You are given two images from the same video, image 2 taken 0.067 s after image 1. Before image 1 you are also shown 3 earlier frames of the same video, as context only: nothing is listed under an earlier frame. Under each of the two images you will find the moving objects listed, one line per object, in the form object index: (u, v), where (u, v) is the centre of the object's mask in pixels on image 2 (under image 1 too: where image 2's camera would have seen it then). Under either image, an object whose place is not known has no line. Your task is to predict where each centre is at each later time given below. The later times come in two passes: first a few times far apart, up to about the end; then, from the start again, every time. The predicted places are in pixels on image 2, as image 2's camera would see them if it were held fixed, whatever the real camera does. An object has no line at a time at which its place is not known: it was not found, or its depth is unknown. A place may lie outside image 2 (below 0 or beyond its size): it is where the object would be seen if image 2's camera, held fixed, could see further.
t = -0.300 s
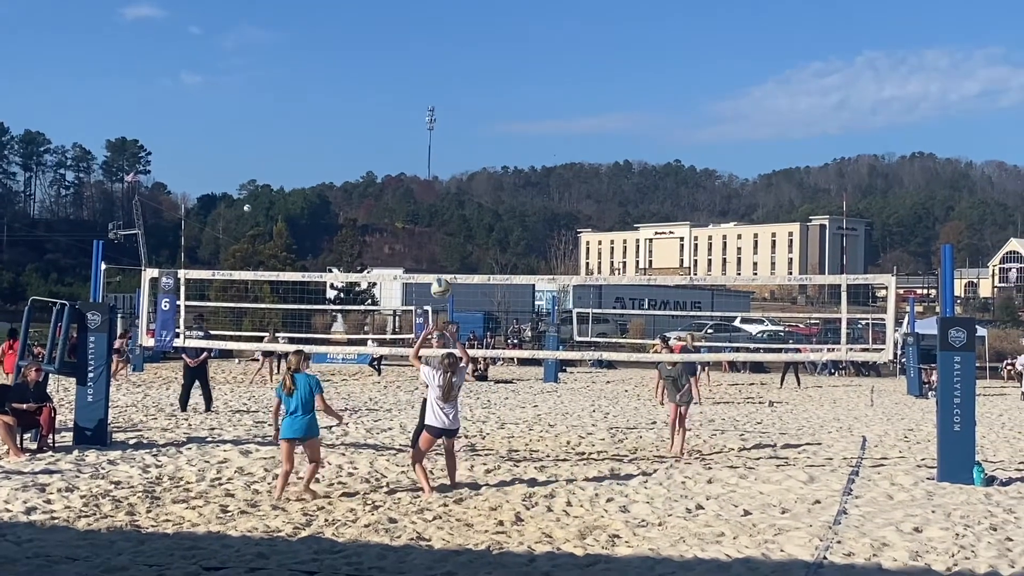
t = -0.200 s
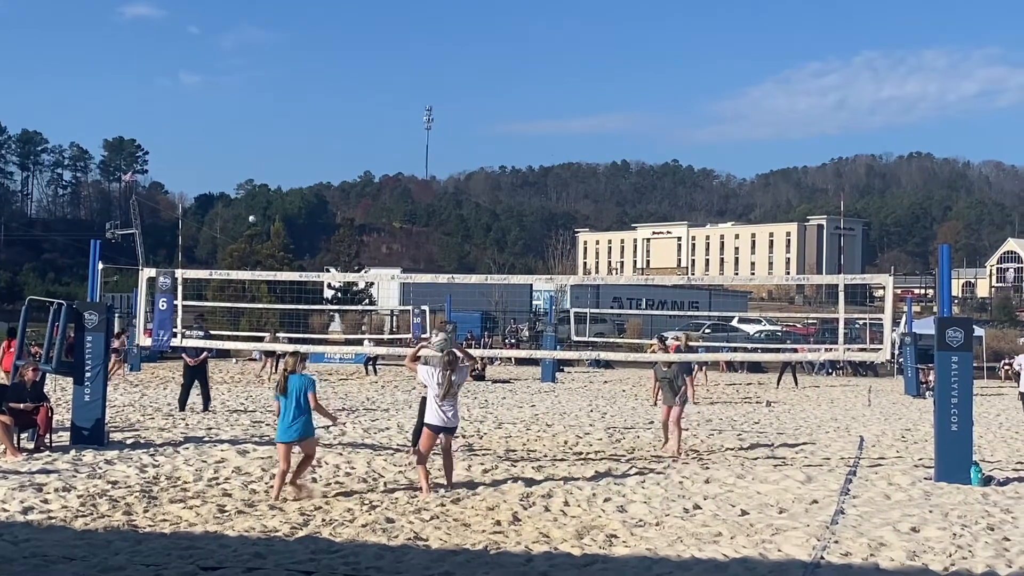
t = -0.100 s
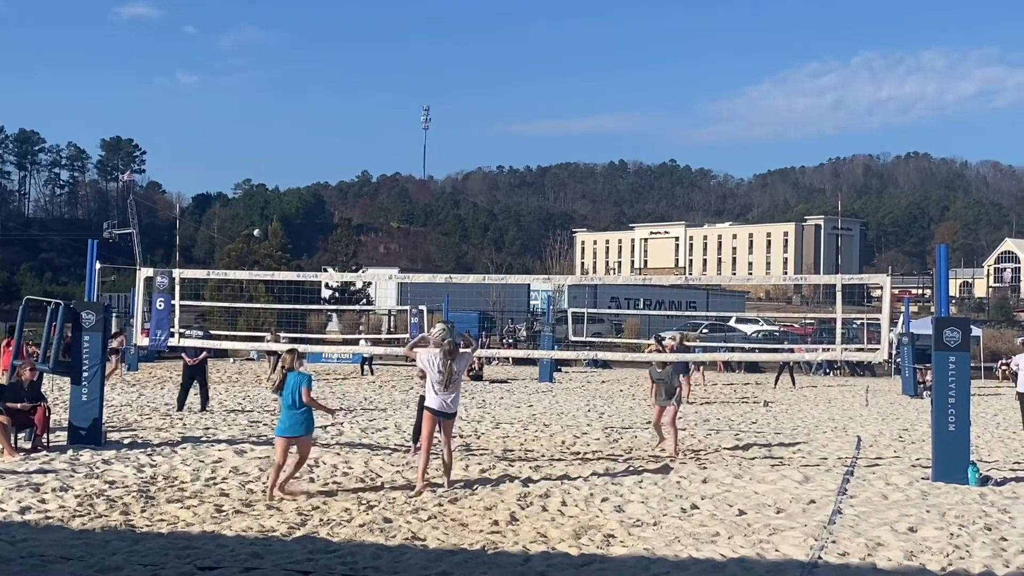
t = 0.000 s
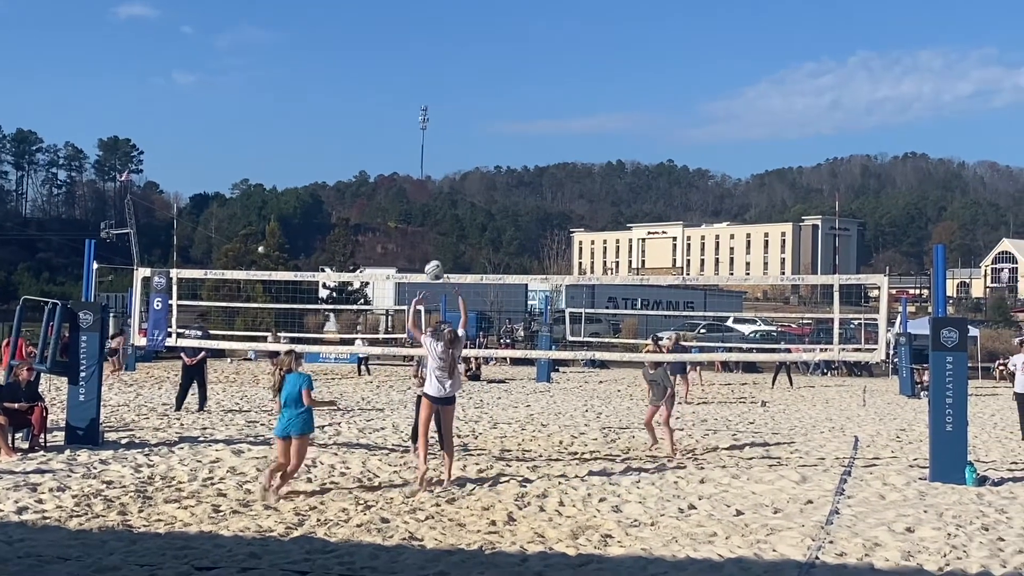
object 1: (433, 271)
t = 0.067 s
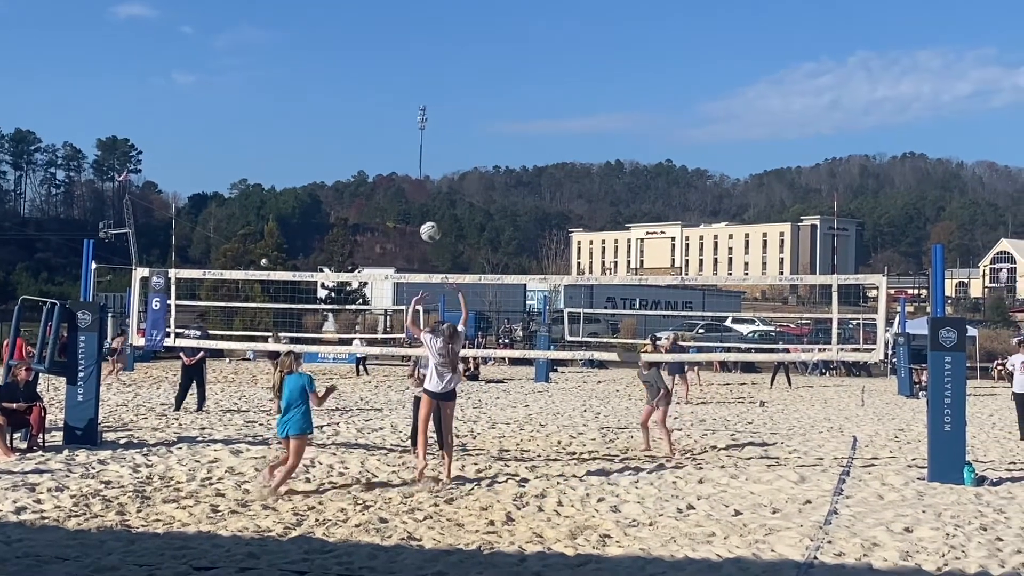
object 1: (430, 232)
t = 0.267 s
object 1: (420, 143)
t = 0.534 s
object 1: (405, 85)
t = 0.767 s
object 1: (392, 87)
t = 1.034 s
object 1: (377, 146)
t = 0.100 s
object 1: (428, 214)
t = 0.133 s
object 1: (426, 198)
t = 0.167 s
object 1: (426, 182)
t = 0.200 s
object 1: (423, 168)
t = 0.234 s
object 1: (422, 154)
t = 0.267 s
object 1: (420, 143)
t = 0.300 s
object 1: (418, 132)
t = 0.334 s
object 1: (416, 122)
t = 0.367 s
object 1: (415, 113)
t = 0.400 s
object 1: (413, 106)
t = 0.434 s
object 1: (411, 99)
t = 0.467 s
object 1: (409, 94)
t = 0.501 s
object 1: (407, 89)
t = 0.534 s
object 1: (405, 85)
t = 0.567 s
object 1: (403, 82)
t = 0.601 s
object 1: (401, 81)
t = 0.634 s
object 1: (399, 80)
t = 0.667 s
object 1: (397, 81)
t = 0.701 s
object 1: (395, 82)
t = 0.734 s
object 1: (394, 84)
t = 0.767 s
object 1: (392, 87)
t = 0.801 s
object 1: (390, 92)
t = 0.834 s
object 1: (388, 96)
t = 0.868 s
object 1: (386, 103)
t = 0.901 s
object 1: (384, 110)
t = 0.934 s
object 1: (382, 117)
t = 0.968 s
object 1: (381, 126)
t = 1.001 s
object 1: (379, 136)
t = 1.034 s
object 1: (377, 146)
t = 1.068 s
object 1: (375, 157)
